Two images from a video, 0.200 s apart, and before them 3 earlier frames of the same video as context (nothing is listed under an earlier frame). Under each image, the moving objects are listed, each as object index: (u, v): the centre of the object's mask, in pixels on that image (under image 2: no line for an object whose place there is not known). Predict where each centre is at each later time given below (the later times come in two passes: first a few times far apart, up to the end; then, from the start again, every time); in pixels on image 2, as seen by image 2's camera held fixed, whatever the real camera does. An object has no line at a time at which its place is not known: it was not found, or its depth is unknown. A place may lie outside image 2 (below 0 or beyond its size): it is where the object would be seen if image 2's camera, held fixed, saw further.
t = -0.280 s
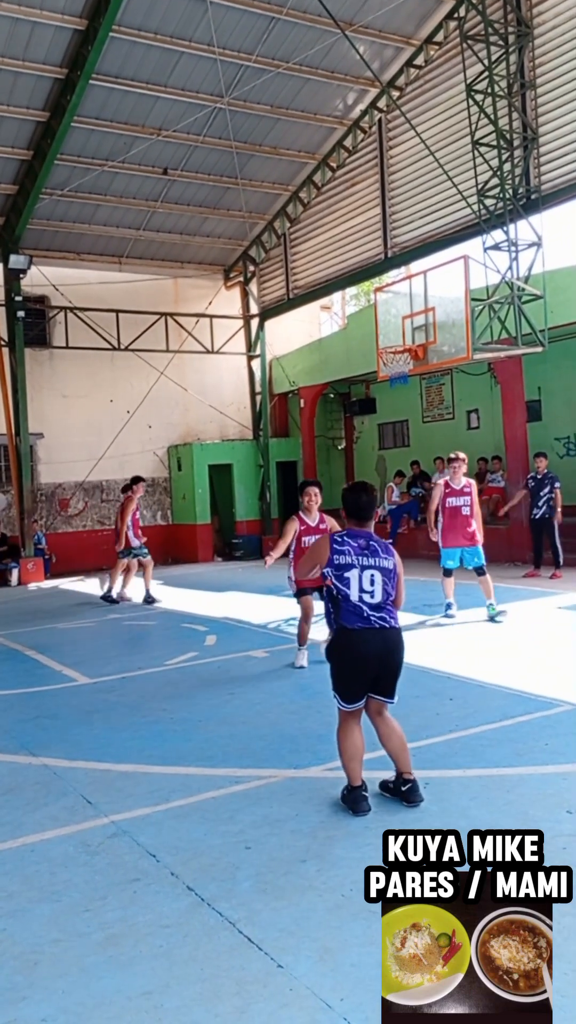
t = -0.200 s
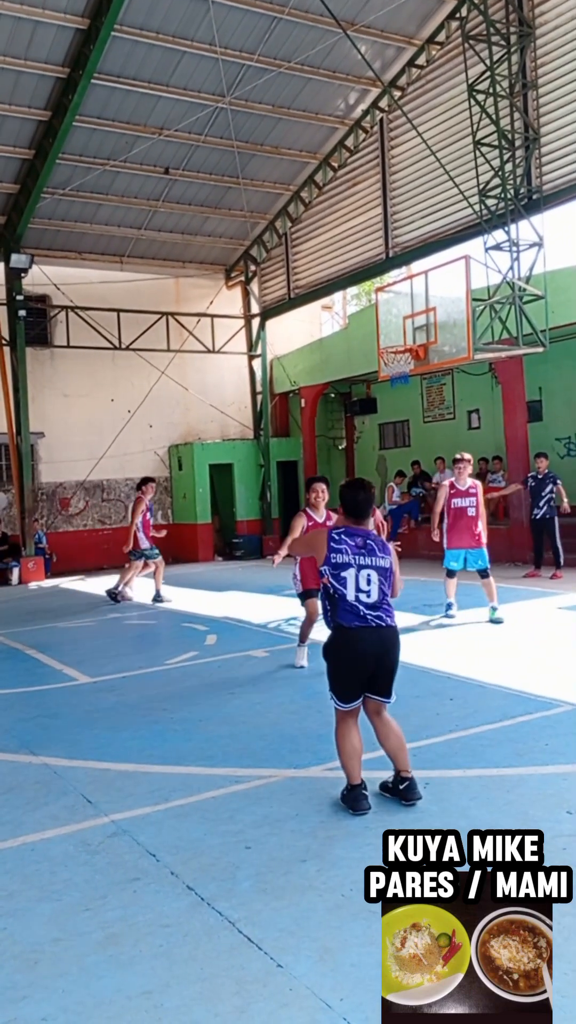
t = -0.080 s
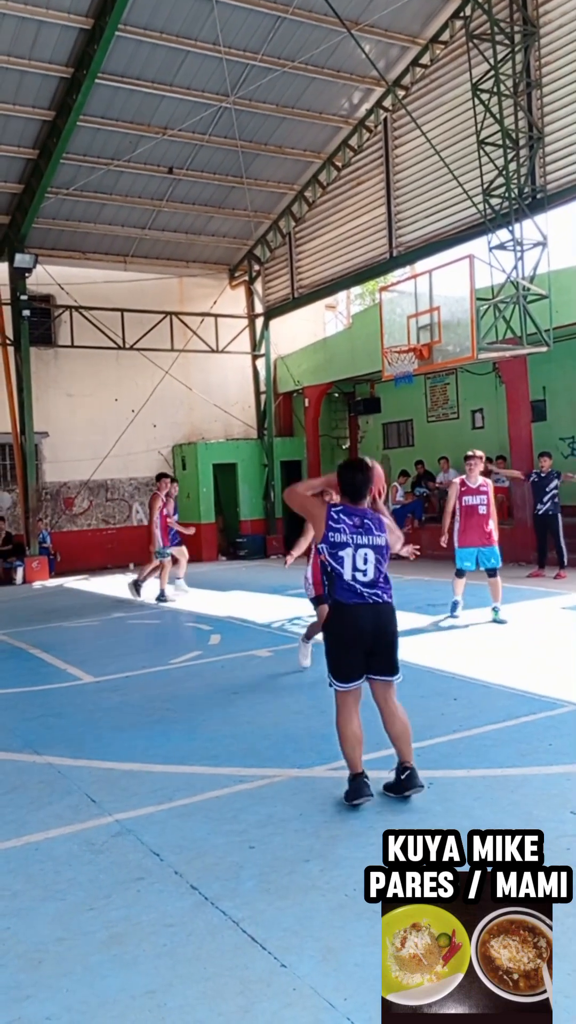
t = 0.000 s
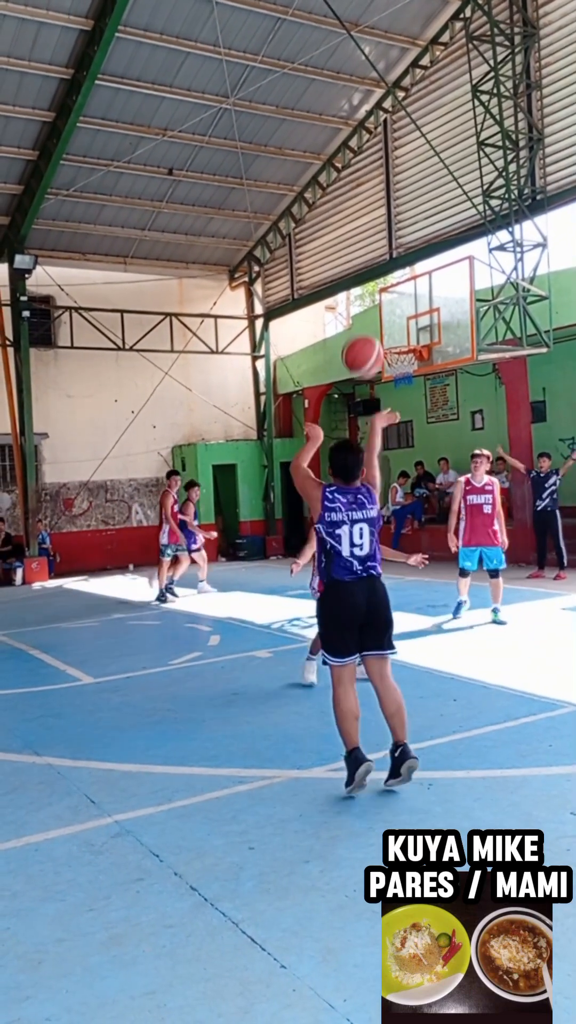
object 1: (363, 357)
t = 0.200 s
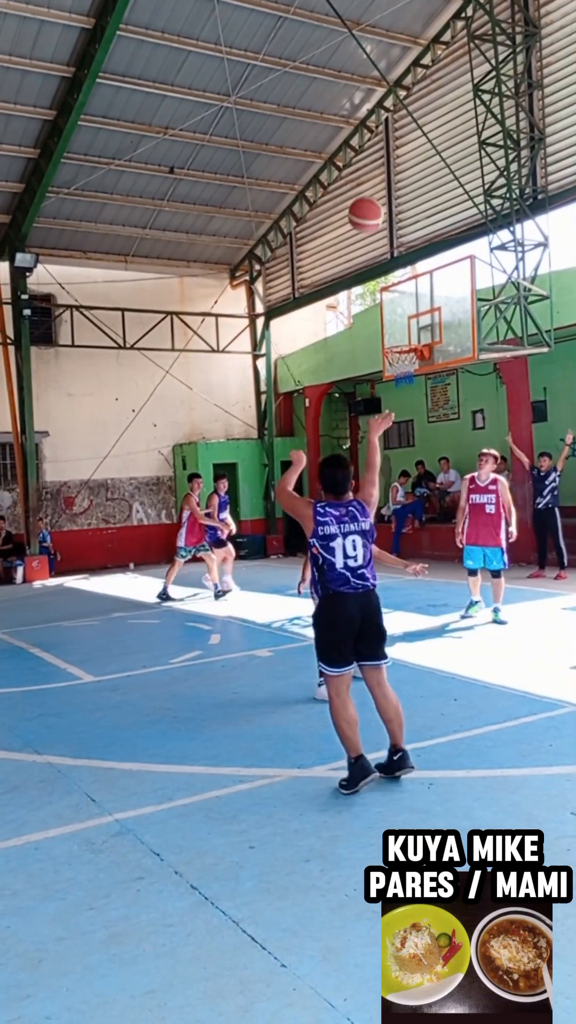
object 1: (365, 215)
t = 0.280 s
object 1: (368, 184)
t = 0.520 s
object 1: (373, 155)
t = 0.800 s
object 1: (379, 195)
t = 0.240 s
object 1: (366, 199)
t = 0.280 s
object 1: (368, 184)
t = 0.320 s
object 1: (368, 174)
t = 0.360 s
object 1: (369, 166)
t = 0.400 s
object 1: (371, 161)
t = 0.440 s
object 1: (371, 157)
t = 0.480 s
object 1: (372, 155)
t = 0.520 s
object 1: (373, 155)
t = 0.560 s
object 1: (373, 156)
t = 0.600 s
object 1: (374, 159)
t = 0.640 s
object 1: (376, 164)
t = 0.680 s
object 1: (377, 170)
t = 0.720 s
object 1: (377, 177)
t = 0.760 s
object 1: (379, 186)
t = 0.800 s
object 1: (379, 195)
